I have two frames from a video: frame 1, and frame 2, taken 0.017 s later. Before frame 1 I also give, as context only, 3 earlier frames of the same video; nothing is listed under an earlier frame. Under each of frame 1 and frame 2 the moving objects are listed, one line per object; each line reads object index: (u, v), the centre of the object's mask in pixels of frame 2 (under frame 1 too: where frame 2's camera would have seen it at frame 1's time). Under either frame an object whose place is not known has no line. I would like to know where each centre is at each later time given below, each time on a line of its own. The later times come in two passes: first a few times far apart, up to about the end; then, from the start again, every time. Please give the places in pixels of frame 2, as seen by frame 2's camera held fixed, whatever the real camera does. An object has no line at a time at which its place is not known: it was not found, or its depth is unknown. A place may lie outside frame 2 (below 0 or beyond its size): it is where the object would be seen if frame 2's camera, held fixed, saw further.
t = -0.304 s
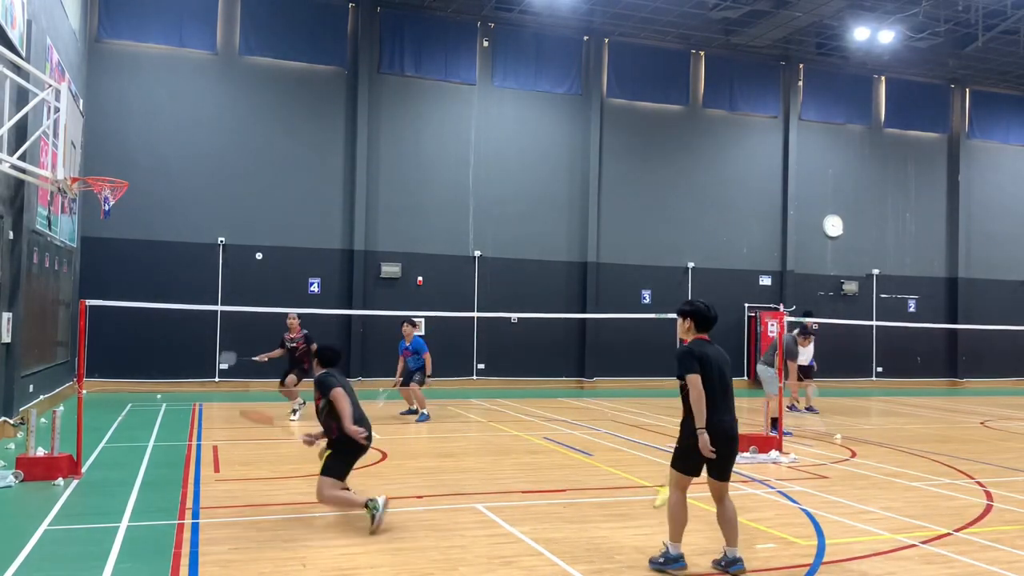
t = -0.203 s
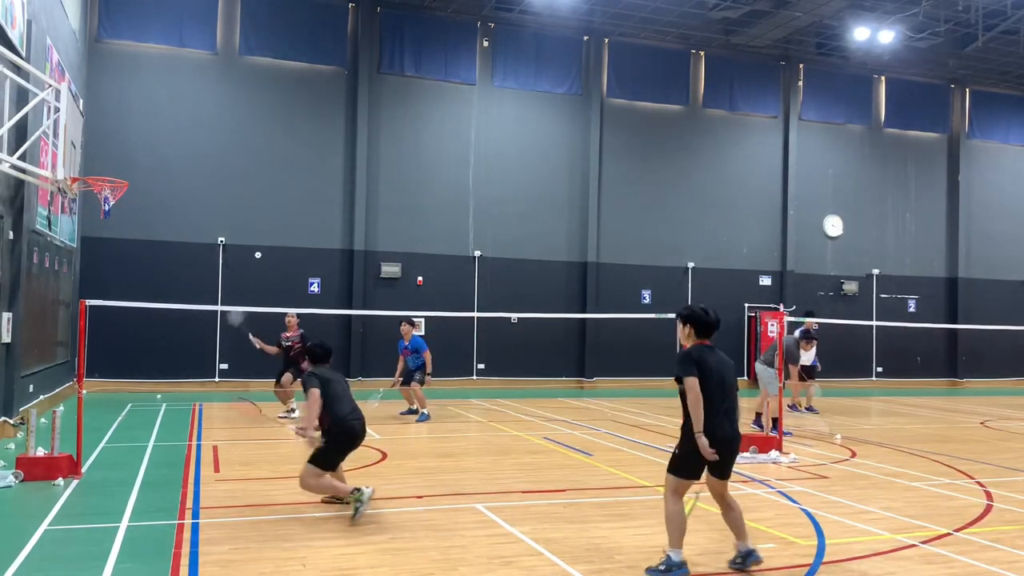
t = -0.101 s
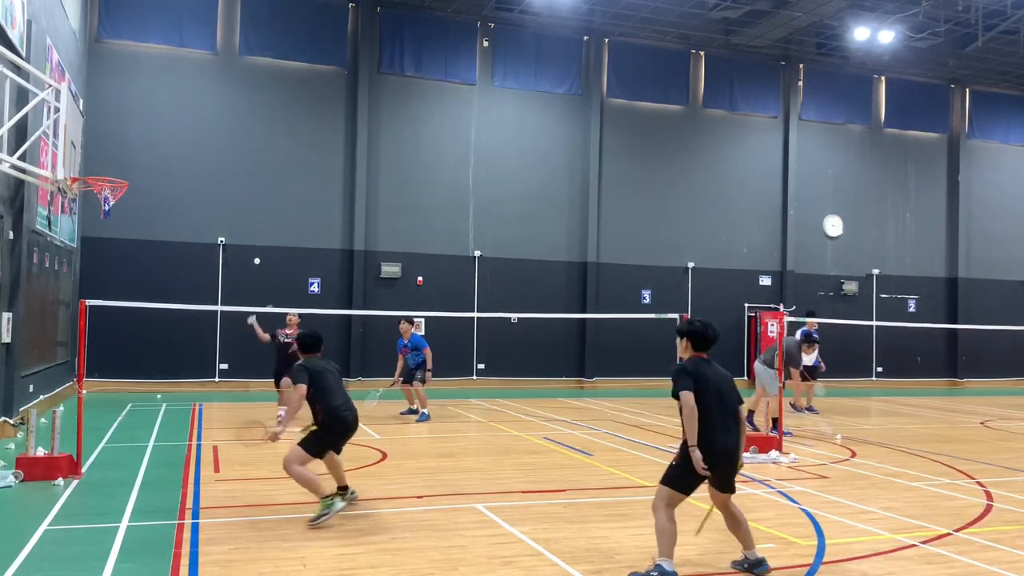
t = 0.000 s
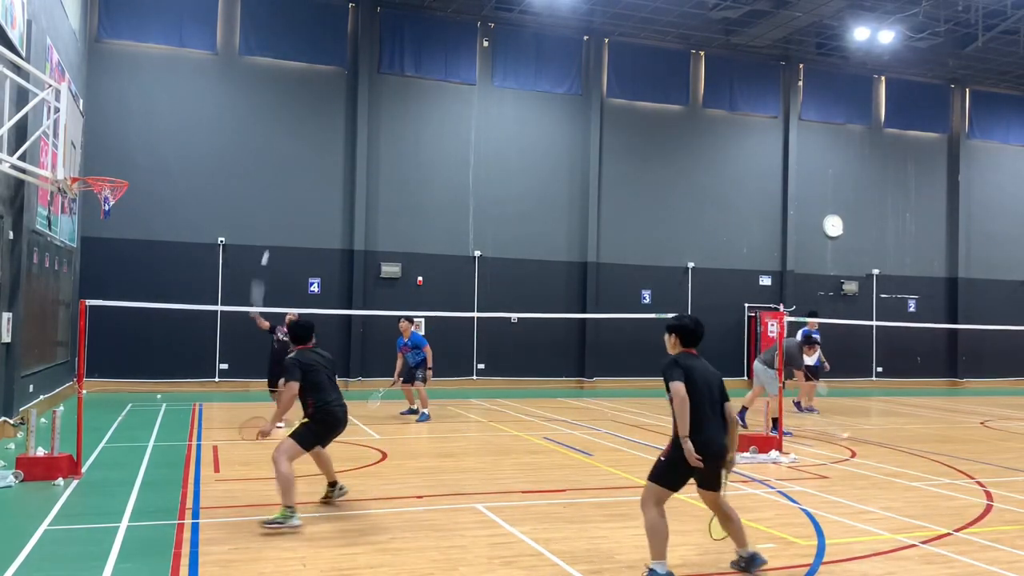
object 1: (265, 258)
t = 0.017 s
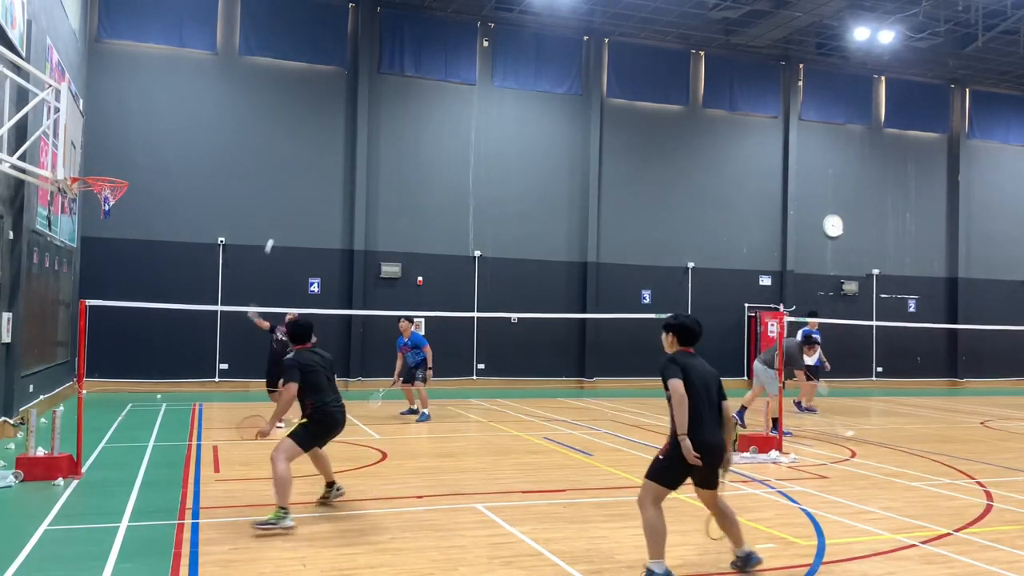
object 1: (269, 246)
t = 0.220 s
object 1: (312, 173)
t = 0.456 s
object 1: (356, 149)
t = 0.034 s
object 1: (273, 238)
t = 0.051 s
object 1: (276, 231)
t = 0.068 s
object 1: (280, 224)
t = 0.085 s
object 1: (284, 217)
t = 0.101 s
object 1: (288, 211)
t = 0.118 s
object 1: (291, 205)
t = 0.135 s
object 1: (295, 198)
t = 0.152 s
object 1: (298, 193)
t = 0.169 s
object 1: (302, 188)
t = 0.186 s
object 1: (305, 183)
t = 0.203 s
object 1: (308, 178)
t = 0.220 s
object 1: (312, 173)
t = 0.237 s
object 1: (315, 170)
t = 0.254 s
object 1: (318, 166)
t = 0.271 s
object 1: (321, 162)
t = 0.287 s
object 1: (325, 160)
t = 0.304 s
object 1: (328, 157)
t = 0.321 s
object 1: (331, 154)
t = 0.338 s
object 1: (334, 152)
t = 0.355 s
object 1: (337, 151)
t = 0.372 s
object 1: (340, 149)
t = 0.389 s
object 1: (344, 149)
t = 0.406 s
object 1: (347, 148)
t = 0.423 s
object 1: (350, 148)
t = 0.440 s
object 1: (353, 148)
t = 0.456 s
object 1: (356, 149)
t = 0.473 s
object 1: (360, 150)
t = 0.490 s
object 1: (363, 152)
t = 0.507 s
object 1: (366, 153)
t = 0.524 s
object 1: (369, 156)
